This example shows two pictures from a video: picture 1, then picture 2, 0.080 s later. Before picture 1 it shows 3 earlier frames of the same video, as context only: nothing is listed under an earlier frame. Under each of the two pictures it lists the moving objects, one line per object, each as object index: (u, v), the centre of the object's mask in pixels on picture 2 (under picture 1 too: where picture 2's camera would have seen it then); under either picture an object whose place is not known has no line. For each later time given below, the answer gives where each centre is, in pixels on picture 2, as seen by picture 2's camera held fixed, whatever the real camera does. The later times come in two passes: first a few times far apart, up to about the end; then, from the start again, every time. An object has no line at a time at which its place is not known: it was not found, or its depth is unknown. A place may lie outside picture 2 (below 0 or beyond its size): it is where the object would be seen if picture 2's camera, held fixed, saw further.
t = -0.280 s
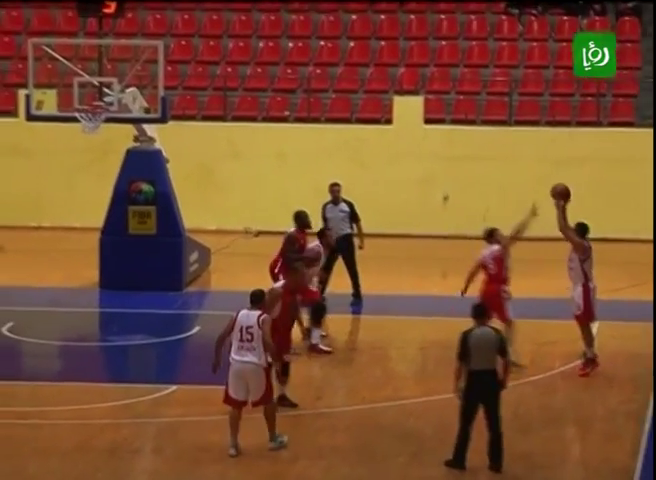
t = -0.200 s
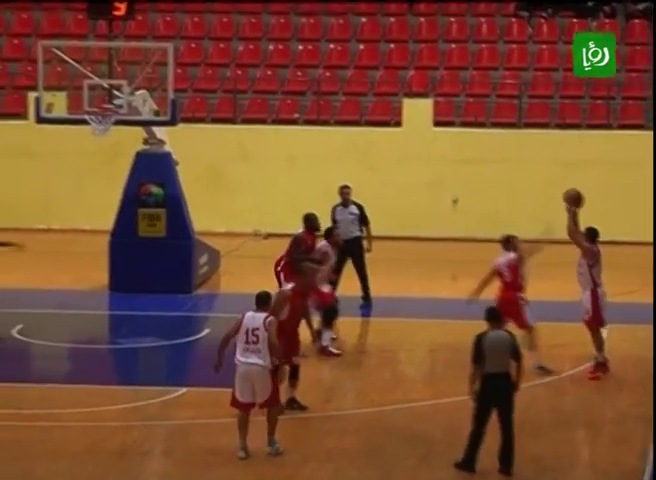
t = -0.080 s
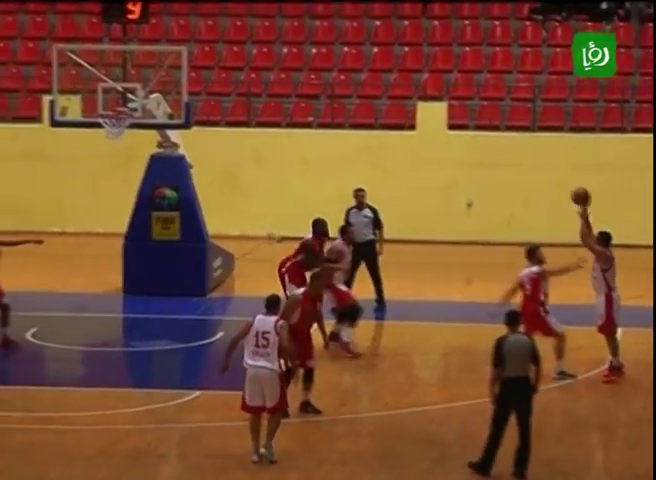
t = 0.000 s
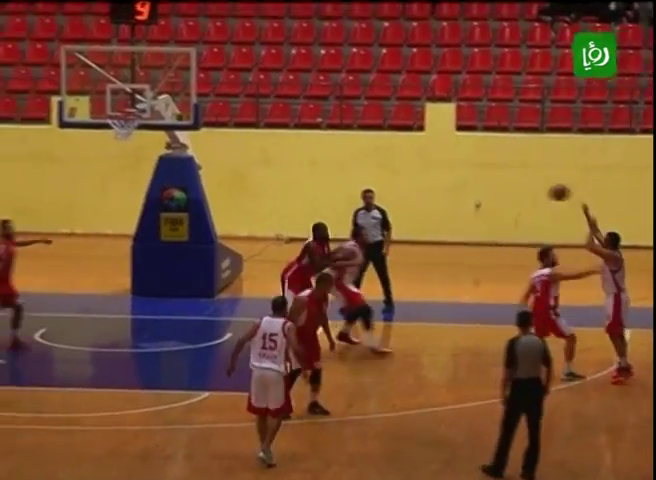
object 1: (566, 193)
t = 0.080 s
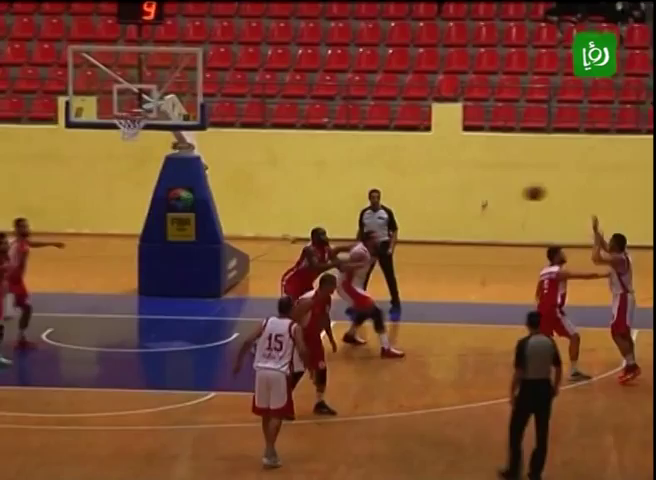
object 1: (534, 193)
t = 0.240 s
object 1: (473, 205)
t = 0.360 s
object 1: (427, 227)
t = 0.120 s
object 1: (518, 194)
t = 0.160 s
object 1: (503, 197)
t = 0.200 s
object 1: (487, 201)
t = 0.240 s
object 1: (473, 205)
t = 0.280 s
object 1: (456, 212)
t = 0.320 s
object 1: (442, 219)
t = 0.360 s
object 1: (427, 227)
